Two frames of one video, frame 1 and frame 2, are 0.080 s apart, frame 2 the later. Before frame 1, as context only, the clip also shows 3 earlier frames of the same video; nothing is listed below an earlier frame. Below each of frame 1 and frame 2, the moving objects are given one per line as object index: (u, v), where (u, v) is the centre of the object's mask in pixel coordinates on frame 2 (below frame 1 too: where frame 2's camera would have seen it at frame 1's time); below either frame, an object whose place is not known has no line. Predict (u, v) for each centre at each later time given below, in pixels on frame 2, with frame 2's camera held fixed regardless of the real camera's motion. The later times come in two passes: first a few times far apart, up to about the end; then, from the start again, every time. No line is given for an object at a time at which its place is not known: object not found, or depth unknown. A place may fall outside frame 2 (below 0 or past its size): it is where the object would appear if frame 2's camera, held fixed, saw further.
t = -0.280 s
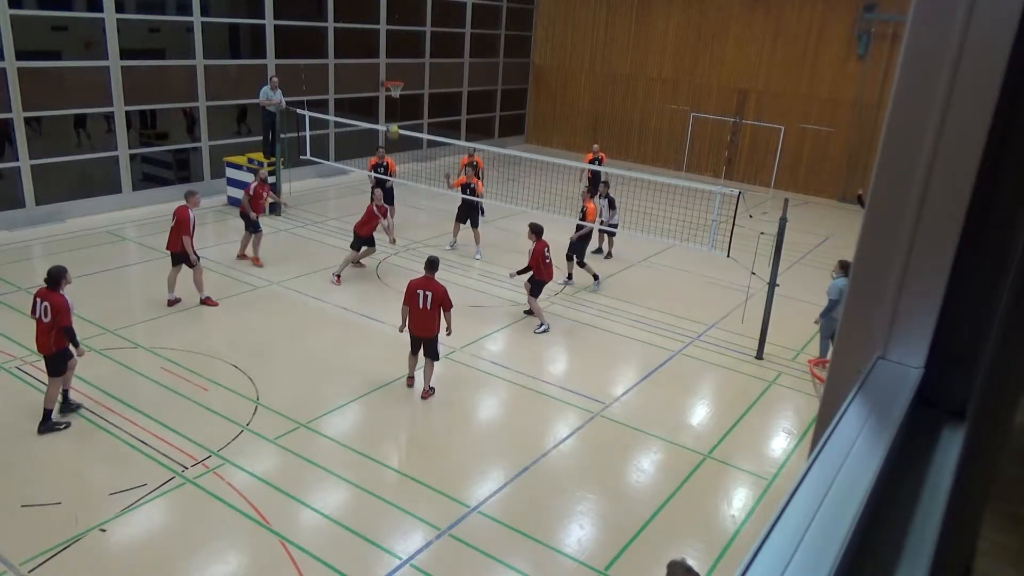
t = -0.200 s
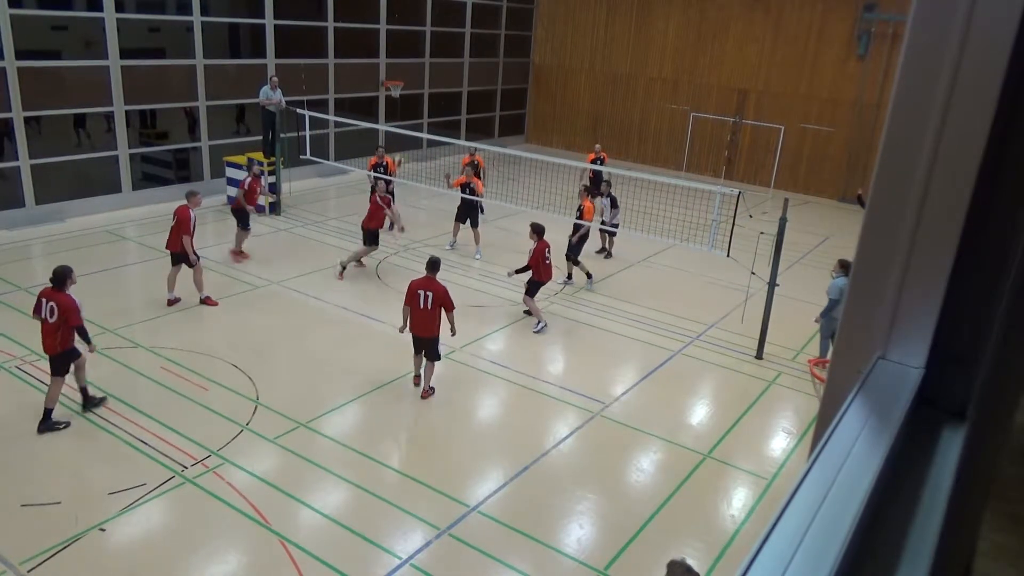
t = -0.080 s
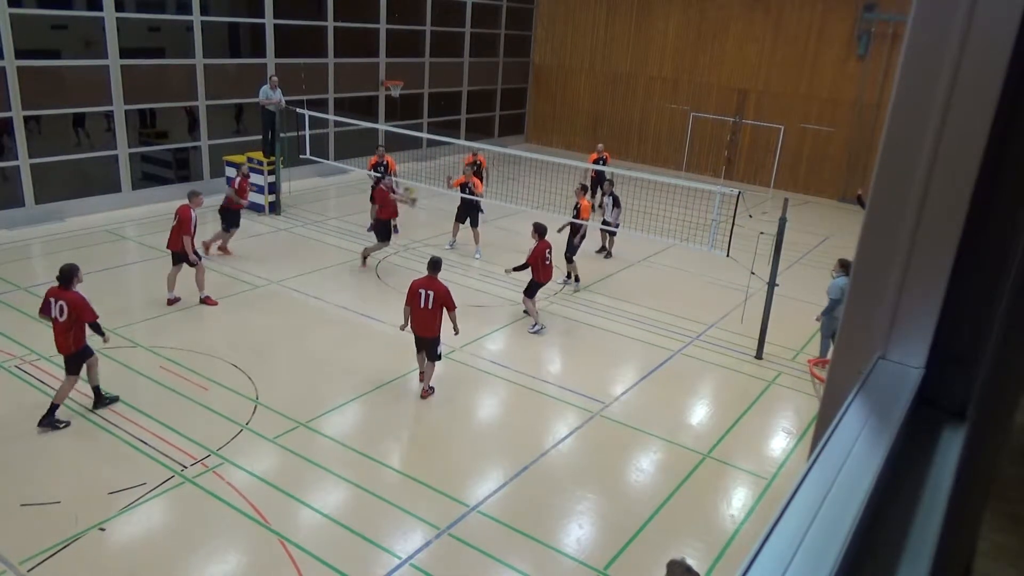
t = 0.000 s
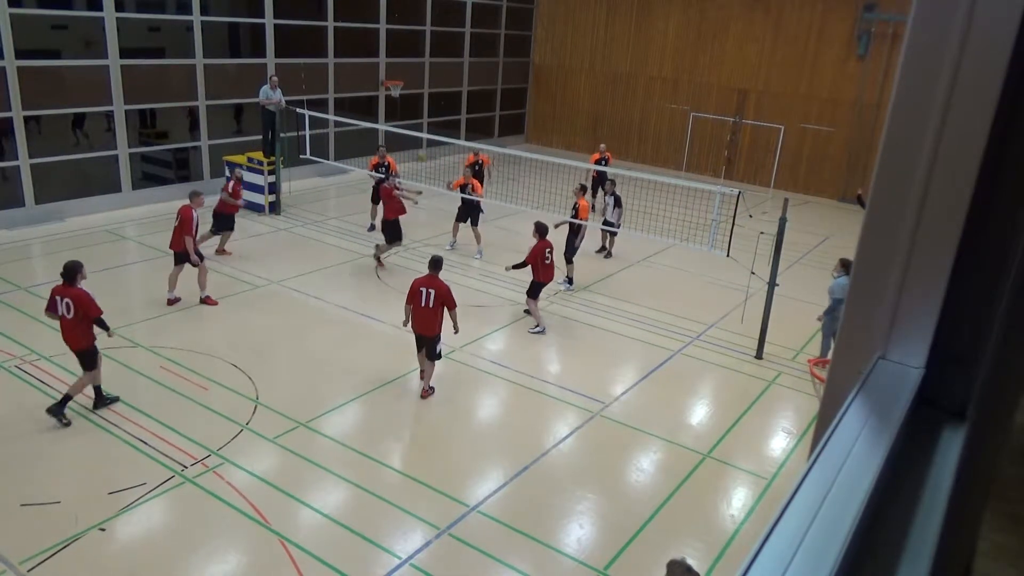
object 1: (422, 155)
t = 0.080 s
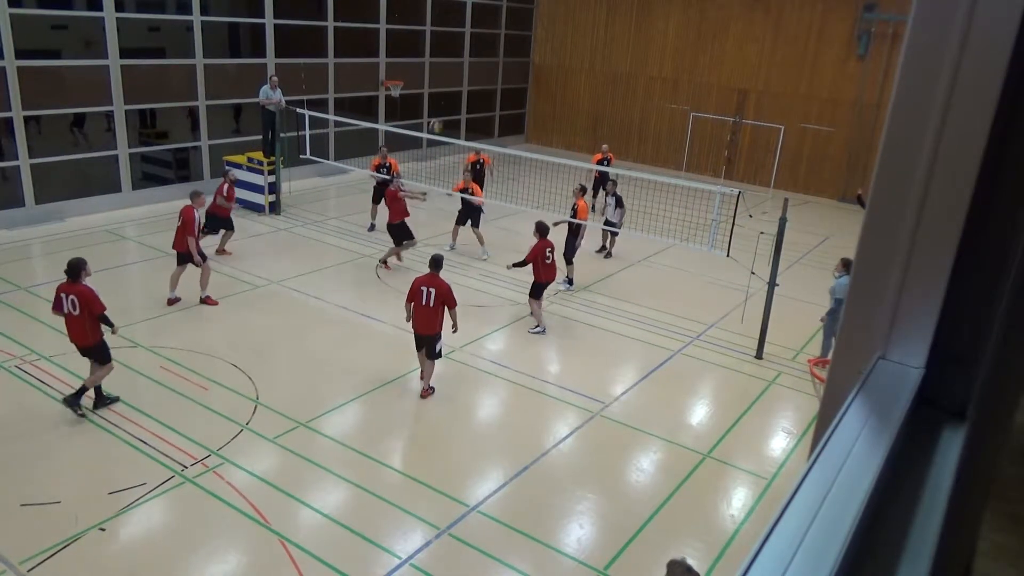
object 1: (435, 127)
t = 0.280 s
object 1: (468, 67)
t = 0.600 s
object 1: (519, 23)
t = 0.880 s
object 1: (559, 38)
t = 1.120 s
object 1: (589, 89)
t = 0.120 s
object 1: (442, 112)
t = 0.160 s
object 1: (448, 100)
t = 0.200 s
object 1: (454, 88)
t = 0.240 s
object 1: (461, 76)
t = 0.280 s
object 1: (468, 67)
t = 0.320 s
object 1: (474, 58)
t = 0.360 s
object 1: (480, 50)
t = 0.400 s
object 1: (486, 43)
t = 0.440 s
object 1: (493, 37)
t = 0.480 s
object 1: (499, 32)
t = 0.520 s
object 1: (506, 28)
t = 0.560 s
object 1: (512, 25)
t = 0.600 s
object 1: (519, 23)
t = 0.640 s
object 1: (524, 22)
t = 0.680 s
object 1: (530, 22)
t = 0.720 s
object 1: (537, 23)
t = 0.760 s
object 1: (543, 26)
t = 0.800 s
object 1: (548, 29)
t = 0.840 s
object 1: (554, 34)
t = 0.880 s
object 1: (559, 38)
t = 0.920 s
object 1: (564, 45)
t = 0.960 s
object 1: (570, 52)
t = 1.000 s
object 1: (575, 60)
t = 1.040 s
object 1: (580, 69)
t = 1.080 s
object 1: (584, 78)
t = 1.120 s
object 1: (589, 89)
